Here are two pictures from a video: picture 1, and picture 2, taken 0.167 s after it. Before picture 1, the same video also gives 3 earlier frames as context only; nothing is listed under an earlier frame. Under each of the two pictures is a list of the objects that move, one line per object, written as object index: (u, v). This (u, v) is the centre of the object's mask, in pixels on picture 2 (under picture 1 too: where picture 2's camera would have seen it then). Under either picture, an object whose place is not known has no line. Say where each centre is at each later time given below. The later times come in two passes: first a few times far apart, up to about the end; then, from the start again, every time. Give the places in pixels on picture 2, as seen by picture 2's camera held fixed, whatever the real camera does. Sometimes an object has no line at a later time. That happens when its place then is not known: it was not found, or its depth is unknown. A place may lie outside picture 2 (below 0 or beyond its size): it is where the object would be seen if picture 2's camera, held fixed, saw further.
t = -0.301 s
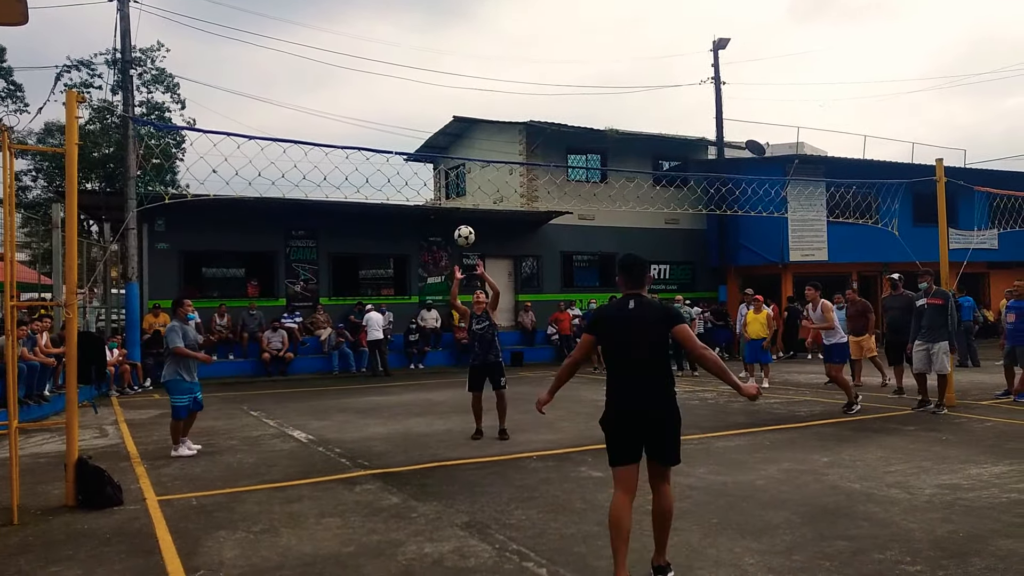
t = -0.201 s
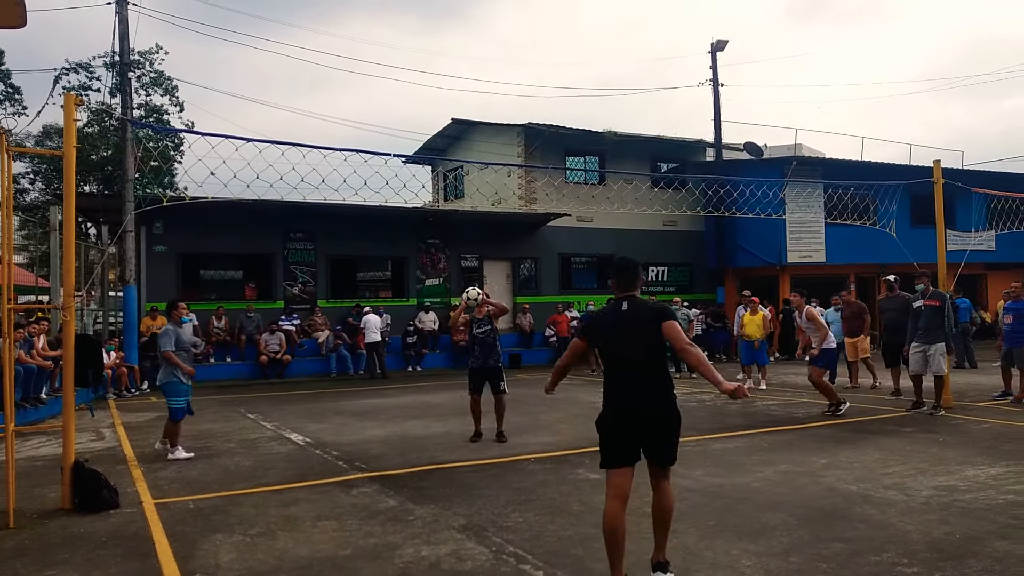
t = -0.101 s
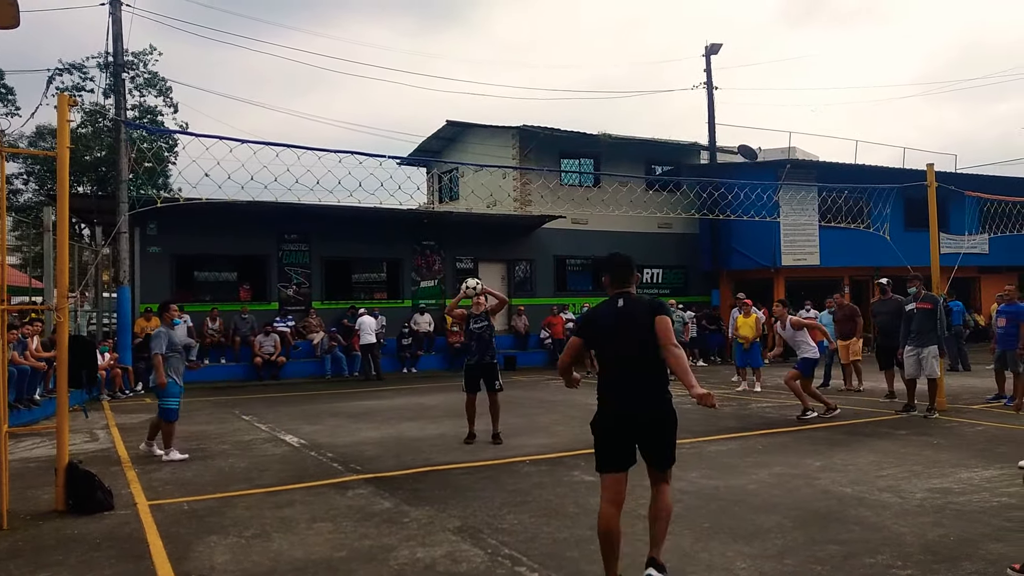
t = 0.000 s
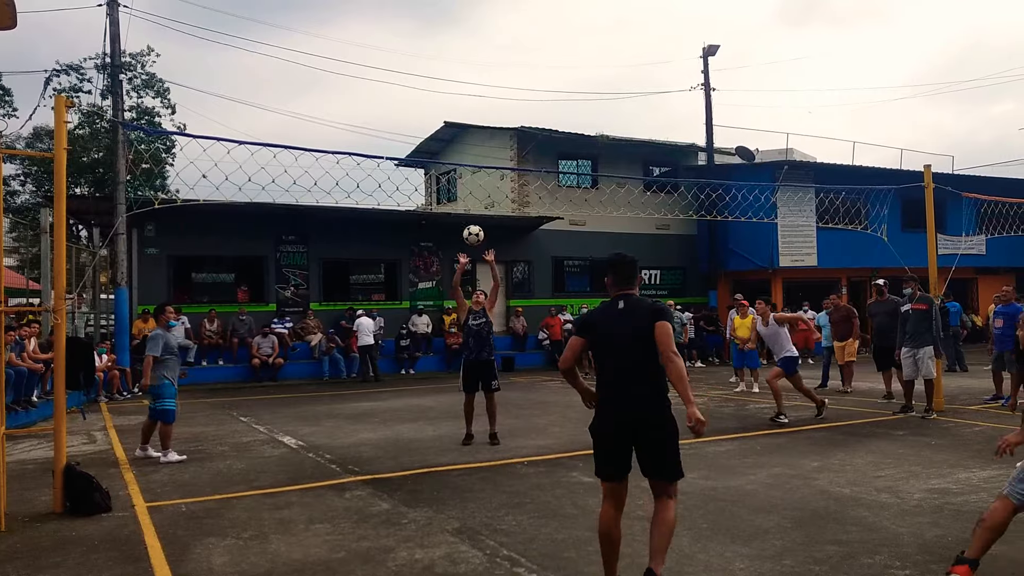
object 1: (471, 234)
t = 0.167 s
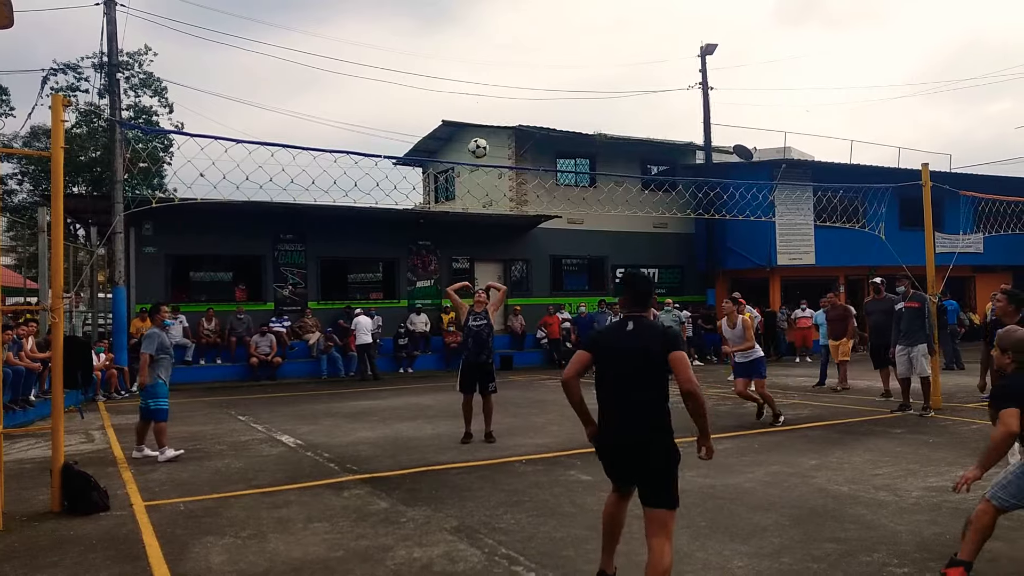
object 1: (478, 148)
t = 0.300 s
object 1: (485, 95)
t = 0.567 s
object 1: (498, 34)
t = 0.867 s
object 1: (516, 43)
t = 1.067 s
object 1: (530, 98)
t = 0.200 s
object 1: (480, 133)
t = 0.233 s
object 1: (481, 120)
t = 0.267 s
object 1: (483, 107)
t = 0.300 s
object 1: (485, 95)
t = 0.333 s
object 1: (486, 85)
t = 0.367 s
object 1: (488, 74)
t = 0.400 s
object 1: (489, 65)
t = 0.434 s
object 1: (492, 57)
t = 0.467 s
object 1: (493, 50)
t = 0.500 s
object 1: (494, 44)
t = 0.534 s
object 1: (496, 38)
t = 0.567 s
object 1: (498, 34)
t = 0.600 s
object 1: (500, 31)
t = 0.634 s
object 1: (502, 29)
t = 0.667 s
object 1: (503, 27)
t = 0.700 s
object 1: (505, 27)
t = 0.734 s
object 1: (507, 28)
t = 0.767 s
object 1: (509, 30)
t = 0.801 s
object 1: (512, 33)
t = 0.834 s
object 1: (514, 38)
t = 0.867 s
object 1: (516, 43)
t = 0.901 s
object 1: (519, 49)
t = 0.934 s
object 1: (521, 57)
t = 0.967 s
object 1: (523, 66)
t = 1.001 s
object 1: (525, 75)
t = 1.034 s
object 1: (527, 86)
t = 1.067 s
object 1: (530, 98)
